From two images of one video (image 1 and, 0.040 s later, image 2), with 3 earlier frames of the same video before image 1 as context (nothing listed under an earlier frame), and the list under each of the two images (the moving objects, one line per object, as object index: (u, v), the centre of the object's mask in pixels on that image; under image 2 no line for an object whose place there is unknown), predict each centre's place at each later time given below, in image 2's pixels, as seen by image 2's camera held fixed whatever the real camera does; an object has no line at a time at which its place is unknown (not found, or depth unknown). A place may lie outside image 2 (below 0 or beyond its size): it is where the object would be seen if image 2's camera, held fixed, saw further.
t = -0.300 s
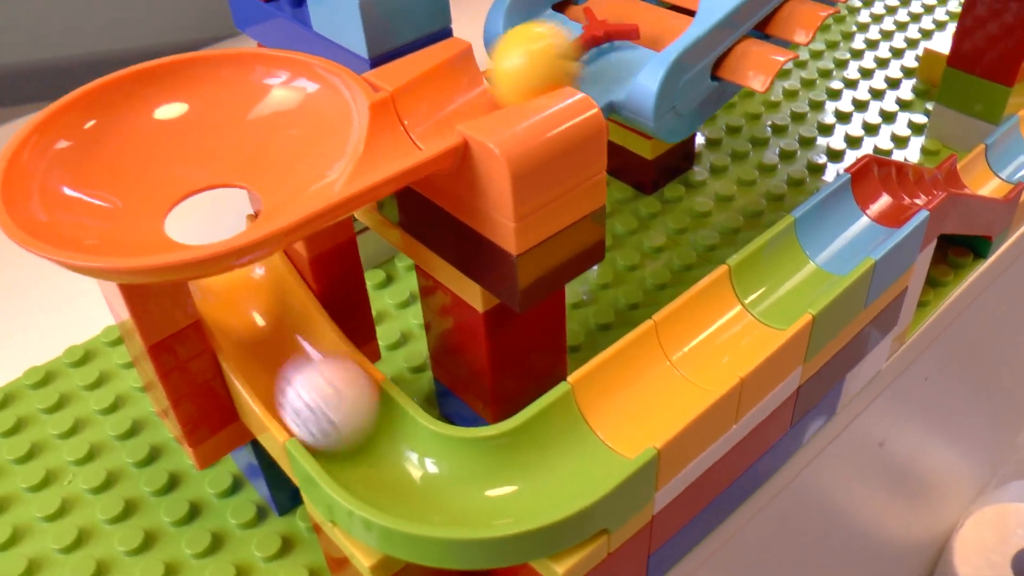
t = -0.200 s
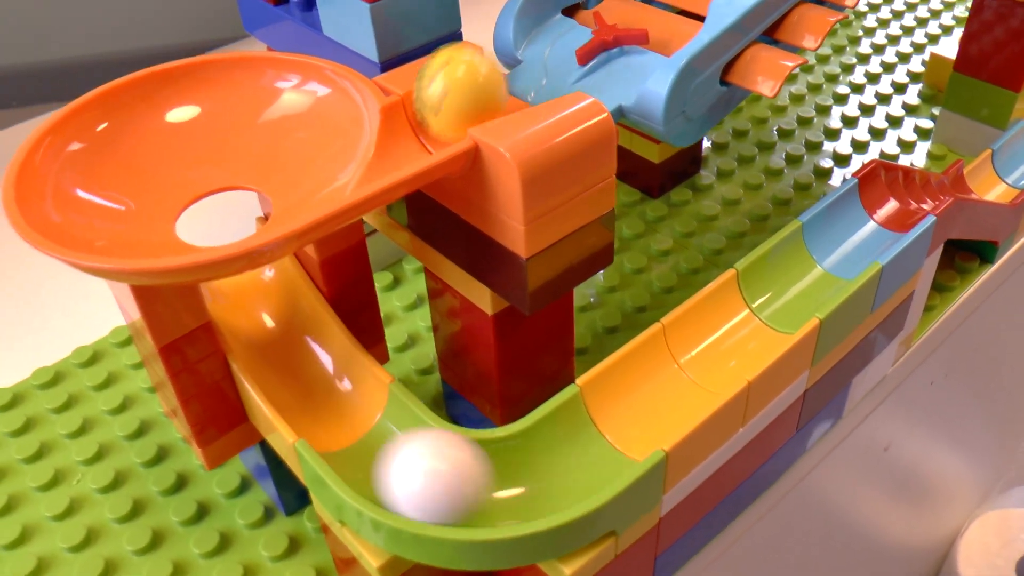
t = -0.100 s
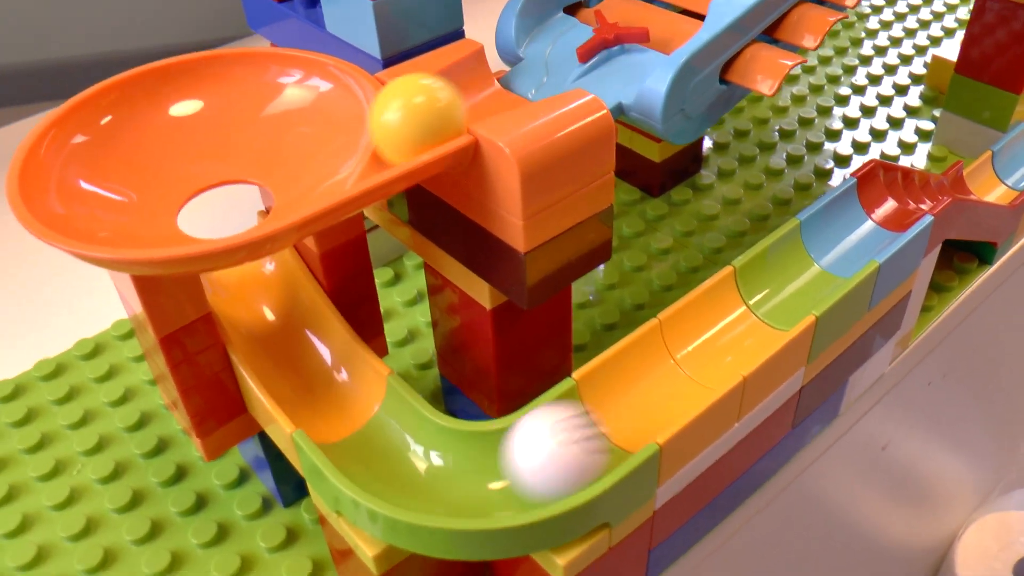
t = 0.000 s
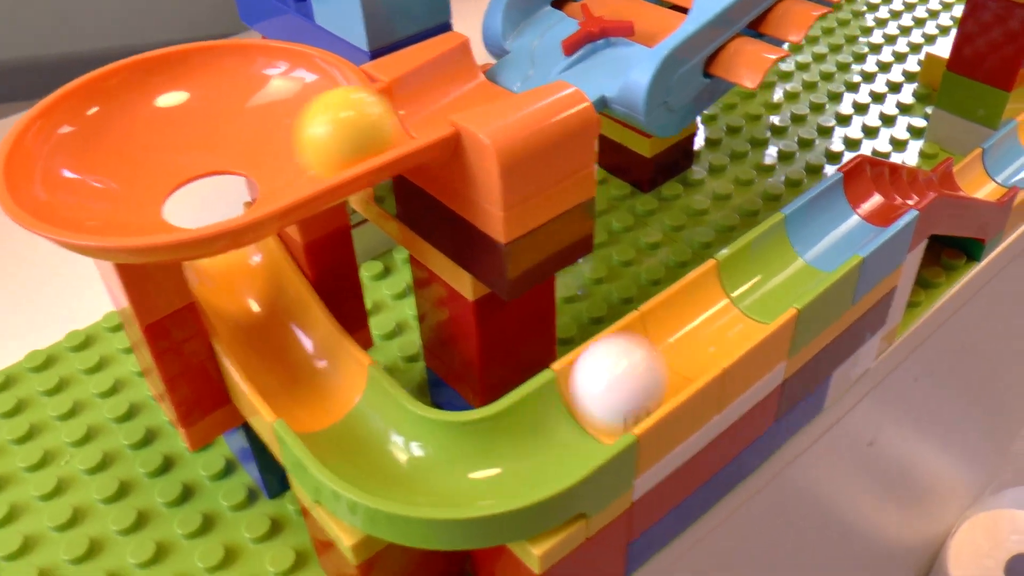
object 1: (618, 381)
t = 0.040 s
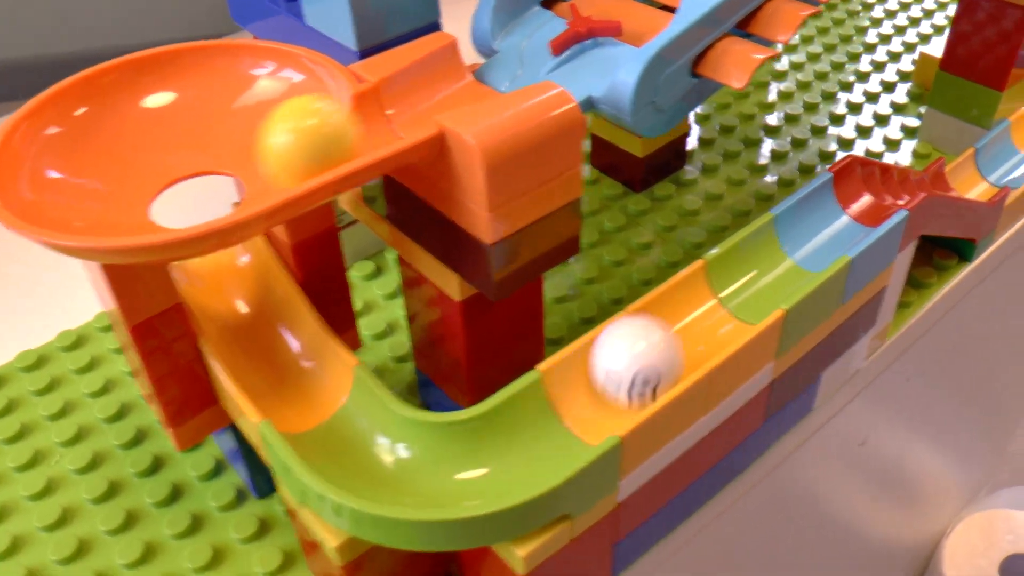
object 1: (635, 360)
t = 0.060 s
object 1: (651, 349)
